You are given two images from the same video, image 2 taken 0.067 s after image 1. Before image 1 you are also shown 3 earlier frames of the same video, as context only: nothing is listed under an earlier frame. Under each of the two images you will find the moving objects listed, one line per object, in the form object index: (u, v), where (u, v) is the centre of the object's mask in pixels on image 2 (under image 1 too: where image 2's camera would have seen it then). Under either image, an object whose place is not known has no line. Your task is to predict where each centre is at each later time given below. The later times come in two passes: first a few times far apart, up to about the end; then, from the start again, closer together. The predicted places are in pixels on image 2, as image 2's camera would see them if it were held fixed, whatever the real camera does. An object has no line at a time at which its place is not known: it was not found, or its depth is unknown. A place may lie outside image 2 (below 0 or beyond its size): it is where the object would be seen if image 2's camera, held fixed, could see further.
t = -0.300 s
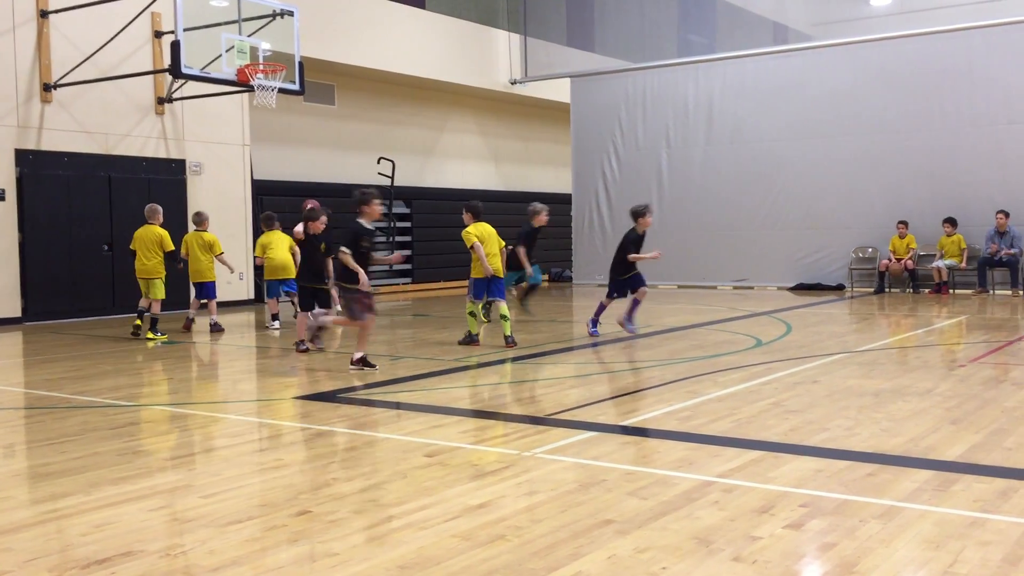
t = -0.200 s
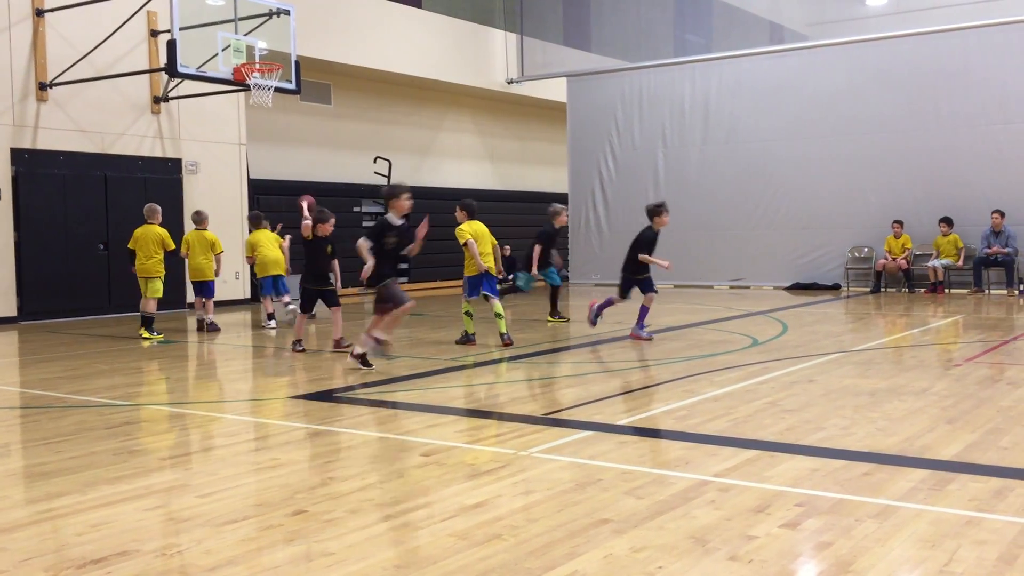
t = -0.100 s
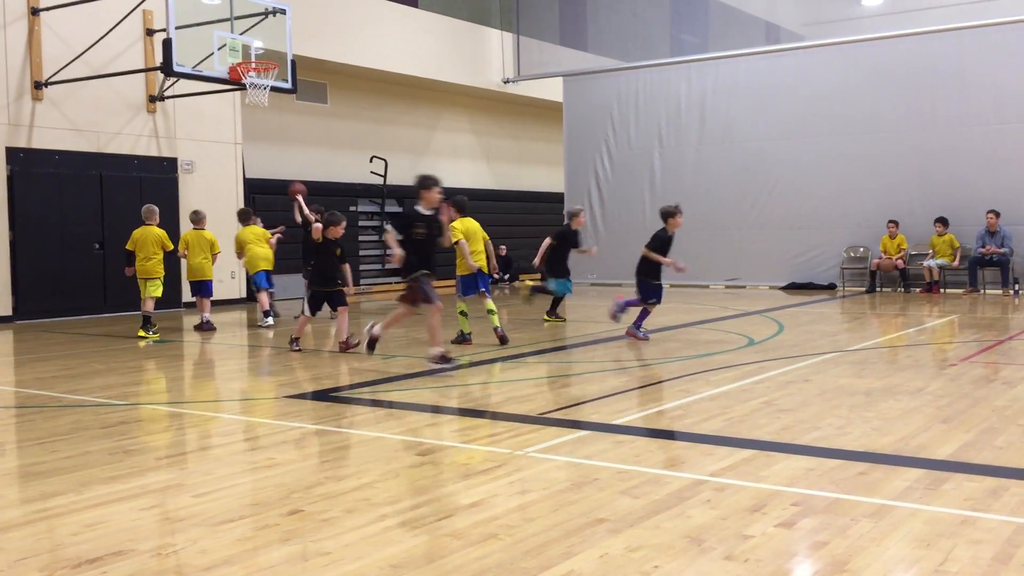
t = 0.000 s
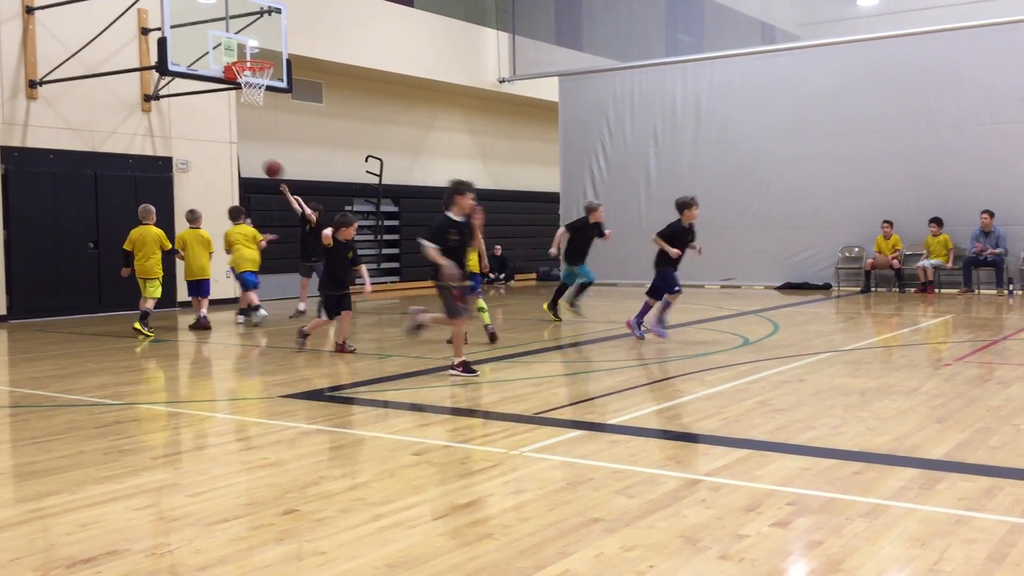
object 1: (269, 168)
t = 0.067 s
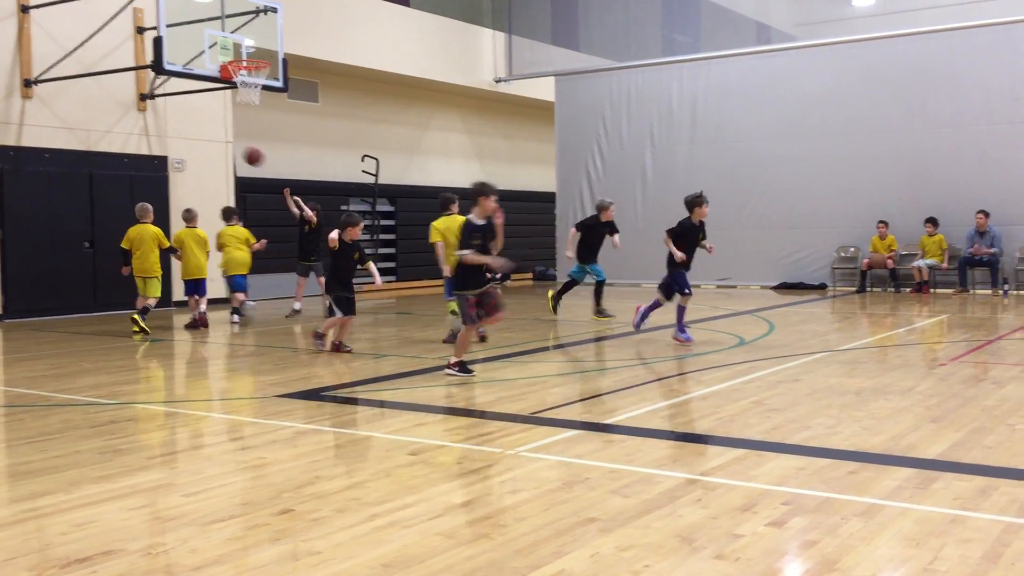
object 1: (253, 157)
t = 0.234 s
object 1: (213, 142)
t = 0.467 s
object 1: (156, 158)
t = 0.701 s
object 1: (98, 222)
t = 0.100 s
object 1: (245, 152)
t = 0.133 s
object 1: (237, 148)
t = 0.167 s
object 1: (230, 145)
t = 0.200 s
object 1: (222, 143)
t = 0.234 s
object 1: (213, 142)
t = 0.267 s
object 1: (205, 141)
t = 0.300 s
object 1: (197, 142)
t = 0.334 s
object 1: (189, 143)
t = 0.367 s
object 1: (181, 145)
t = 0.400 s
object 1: (173, 149)
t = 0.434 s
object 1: (164, 153)
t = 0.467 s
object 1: (156, 158)
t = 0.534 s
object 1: (140, 171)
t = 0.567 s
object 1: (131, 179)
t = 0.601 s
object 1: (123, 188)
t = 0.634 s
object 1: (115, 198)
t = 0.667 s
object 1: (106, 210)
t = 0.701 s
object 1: (98, 222)
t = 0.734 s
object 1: (90, 235)
